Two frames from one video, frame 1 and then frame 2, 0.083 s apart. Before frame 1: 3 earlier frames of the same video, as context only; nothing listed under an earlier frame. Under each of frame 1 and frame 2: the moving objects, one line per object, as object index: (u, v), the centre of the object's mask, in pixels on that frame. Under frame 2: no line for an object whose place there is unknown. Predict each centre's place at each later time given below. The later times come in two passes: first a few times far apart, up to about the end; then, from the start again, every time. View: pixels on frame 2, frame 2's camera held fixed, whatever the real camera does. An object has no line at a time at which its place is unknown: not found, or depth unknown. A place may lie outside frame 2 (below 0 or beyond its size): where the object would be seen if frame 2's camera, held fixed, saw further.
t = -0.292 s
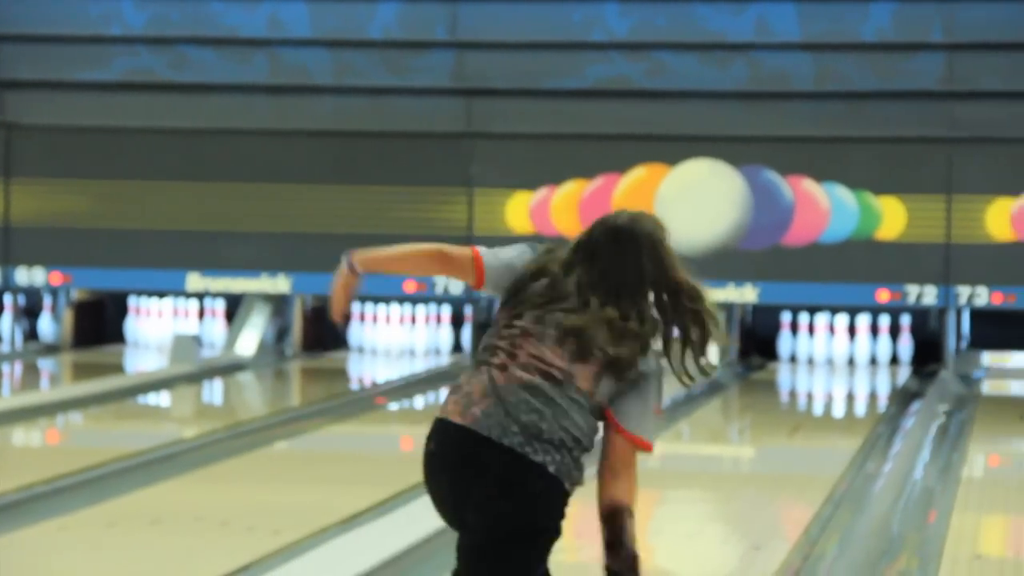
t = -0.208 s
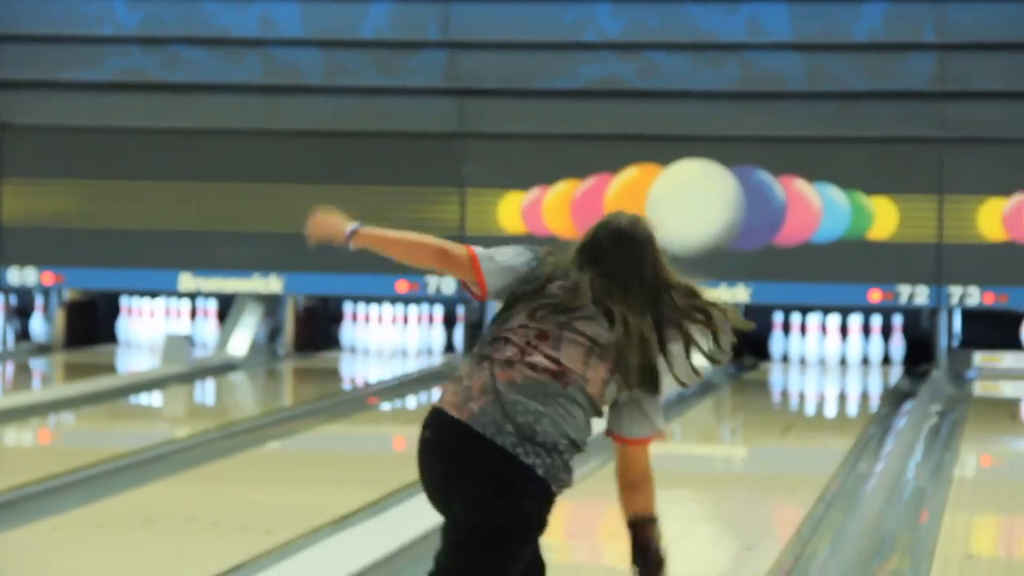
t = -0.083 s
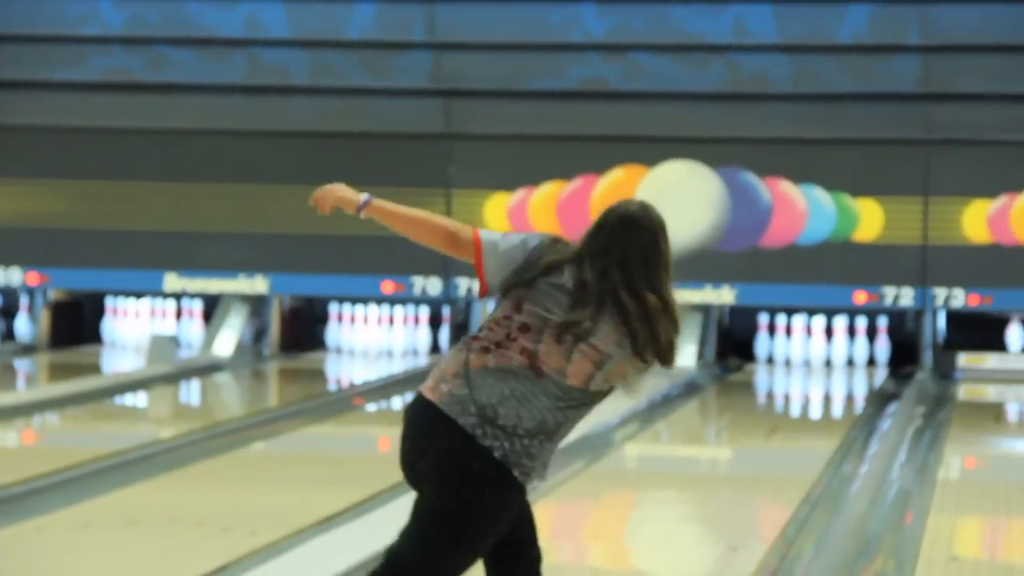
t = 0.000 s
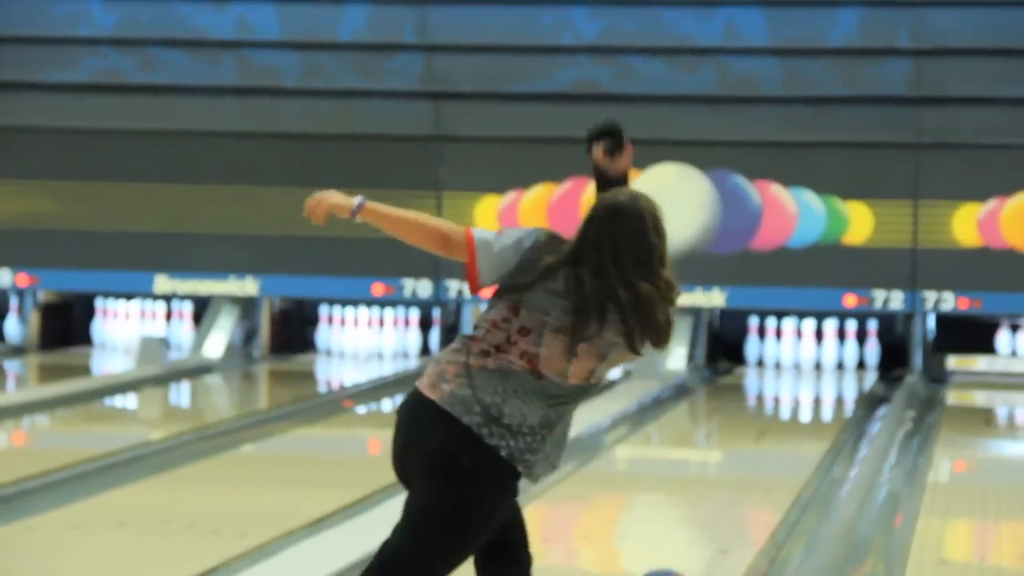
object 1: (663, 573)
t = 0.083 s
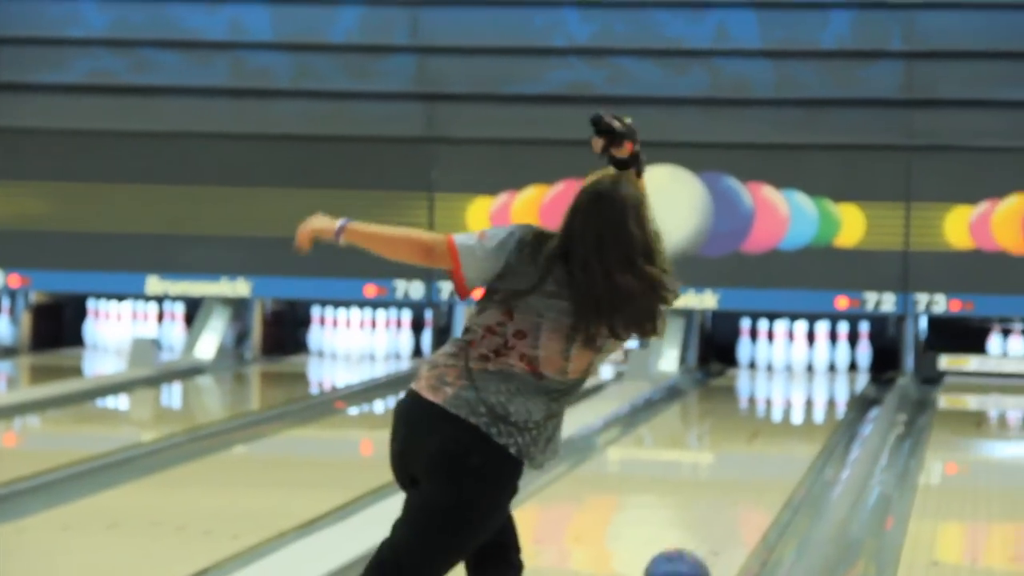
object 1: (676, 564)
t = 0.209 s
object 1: (705, 548)
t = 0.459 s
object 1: (747, 503)
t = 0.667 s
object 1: (774, 473)
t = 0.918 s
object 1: (798, 446)
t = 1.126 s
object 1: (812, 427)
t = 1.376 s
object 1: (824, 408)
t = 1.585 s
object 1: (828, 394)
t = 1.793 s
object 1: (829, 383)
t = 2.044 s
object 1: (825, 372)
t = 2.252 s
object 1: (818, 364)
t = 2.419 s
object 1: (824, 359)
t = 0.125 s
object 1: (687, 559)
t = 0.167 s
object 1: (696, 554)
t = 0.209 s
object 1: (705, 548)
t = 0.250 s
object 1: (713, 542)
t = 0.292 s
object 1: (720, 533)
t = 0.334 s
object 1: (728, 525)
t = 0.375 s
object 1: (734, 517)
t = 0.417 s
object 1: (741, 510)
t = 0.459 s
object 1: (747, 503)
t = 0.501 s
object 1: (753, 496)
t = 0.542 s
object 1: (758, 490)
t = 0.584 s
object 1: (764, 484)
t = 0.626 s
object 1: (769, 479)
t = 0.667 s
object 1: (774, 473)
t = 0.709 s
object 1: (779, 468)
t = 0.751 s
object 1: (783, 463)
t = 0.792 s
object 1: (787, 458)
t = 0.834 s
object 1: (791, 453)
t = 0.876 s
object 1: (794, 449)
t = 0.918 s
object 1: (798, 446)
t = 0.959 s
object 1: (802, 441)
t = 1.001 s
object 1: (804, 437)
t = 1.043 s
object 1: (807, 434)
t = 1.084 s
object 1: (810, 430)
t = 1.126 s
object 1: (812, 427)
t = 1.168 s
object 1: (815, 423)
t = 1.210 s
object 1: (818, 420)
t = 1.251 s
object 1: (820, 417)
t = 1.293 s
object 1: (821, 414)
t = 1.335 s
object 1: (823, 411)
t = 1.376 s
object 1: (824, 408)
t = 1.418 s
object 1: (825, 404)
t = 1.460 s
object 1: (826, 402)
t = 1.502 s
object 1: (827, 399)
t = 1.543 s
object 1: (828, 396)
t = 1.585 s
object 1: (828, 394)
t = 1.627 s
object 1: (829, 391)
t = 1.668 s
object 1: (829, 389)
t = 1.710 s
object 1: (829, 387)
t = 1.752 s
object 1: (829, 385)
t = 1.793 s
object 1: (829, 383)
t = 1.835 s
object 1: (829, 381)
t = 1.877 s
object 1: (828, 379)
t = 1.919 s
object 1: (827, 377)
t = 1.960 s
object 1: (827, 375)
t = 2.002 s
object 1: (826, 374)
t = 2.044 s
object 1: (825, 372)
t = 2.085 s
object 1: (824, 371)
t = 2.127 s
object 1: (823, 369)
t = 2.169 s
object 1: (822, 368)
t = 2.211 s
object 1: (821, 366)
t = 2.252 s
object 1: (818, 364)
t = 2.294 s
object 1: (817, 362)
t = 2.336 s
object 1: (820, 361)
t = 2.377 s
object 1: (822, 360)
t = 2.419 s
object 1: (824, 359)
